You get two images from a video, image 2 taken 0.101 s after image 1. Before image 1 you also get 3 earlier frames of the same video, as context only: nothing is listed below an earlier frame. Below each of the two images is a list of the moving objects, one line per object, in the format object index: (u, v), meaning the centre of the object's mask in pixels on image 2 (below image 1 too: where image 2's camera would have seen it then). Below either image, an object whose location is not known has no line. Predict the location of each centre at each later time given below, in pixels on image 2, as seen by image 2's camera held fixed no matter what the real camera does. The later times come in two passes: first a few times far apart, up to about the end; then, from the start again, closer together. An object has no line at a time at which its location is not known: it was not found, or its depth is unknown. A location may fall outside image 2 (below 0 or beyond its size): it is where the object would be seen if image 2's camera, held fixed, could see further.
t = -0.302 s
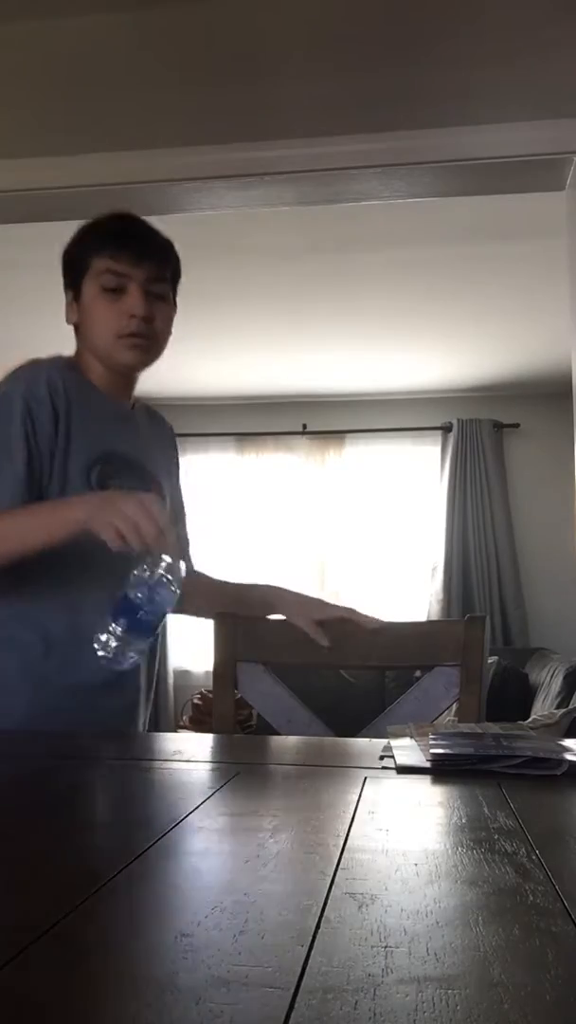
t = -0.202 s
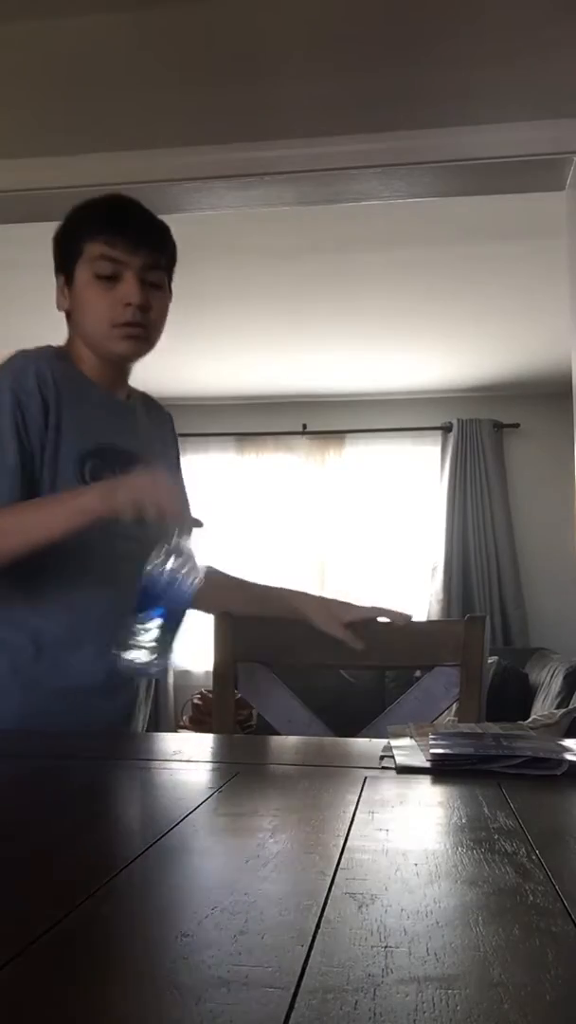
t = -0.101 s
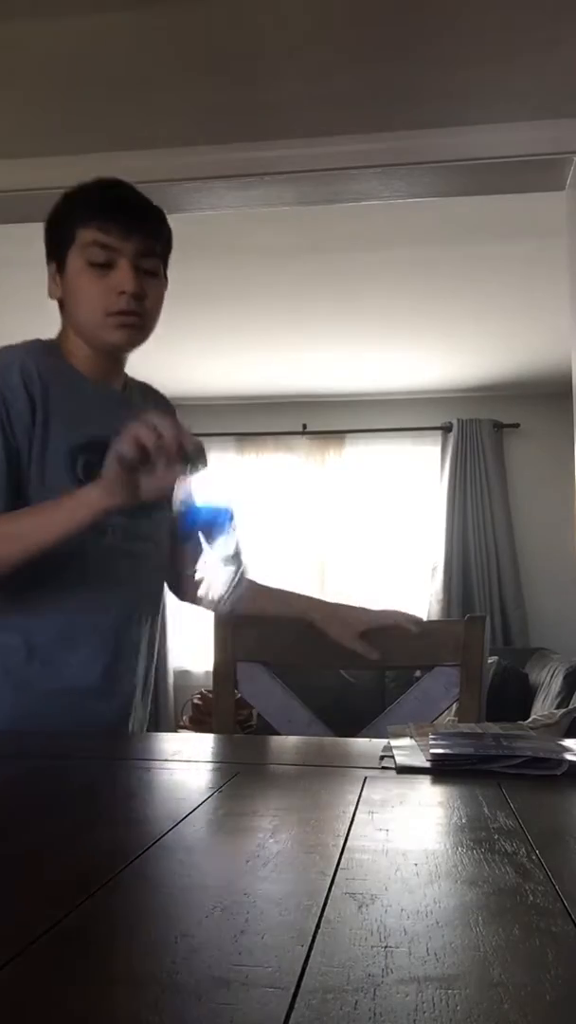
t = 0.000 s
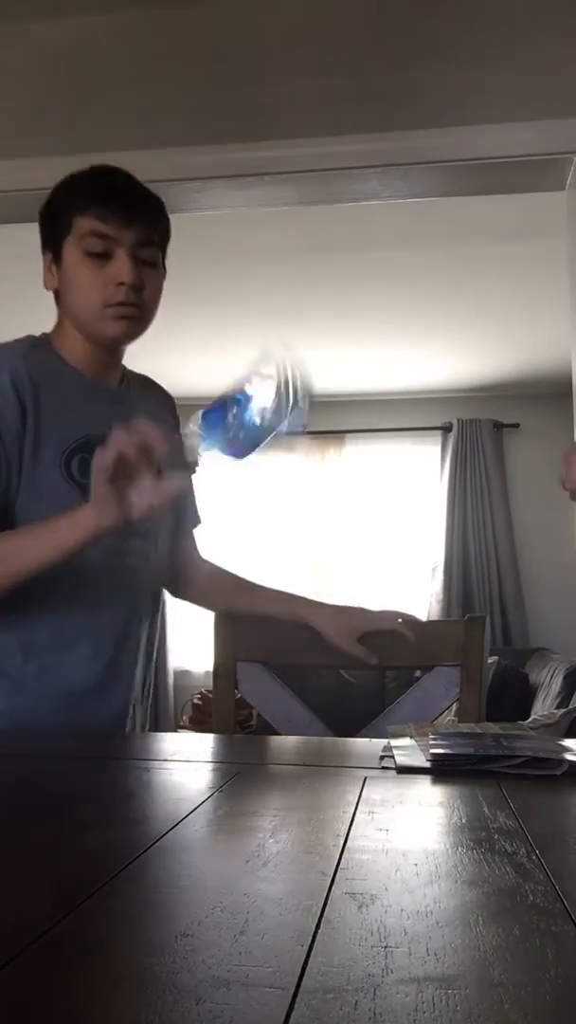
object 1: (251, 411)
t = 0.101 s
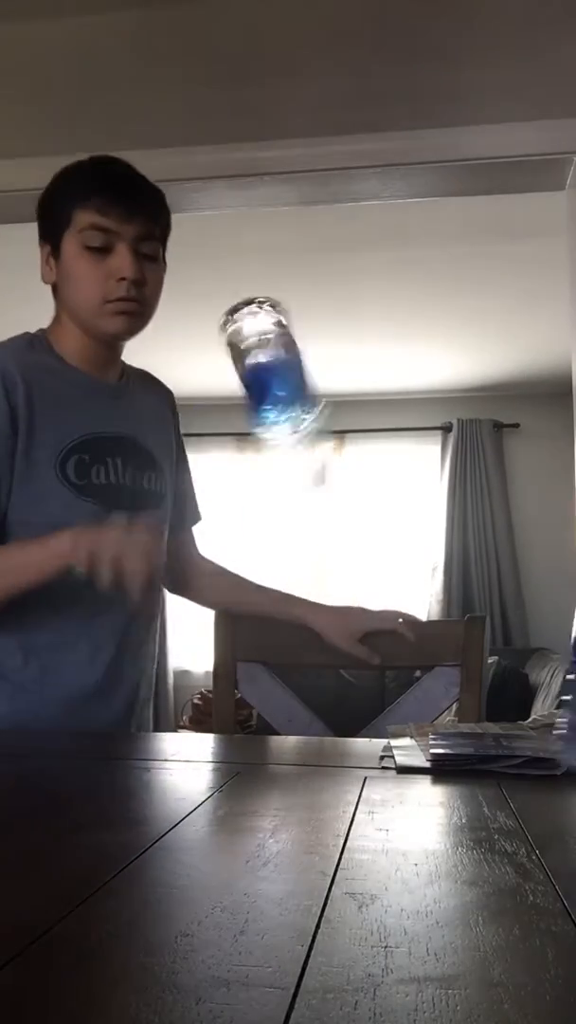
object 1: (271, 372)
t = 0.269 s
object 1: (308, 467)
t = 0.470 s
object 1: (302, 734)
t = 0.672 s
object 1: (316, 734)
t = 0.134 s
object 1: (283, 378)
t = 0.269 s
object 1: (308, 467)
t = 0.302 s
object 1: (297, 543)
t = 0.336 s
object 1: (273, 656)
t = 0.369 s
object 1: (284, 690)
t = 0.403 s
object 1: (293, 712)
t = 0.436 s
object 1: (302, 733)
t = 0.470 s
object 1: (302, 734)
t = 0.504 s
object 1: (304, 735)
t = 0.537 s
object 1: (306, 735)
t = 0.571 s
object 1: (309, 735)
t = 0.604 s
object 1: (312, 734)
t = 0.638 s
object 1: (314, 734)
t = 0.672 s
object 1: (316, 734)
